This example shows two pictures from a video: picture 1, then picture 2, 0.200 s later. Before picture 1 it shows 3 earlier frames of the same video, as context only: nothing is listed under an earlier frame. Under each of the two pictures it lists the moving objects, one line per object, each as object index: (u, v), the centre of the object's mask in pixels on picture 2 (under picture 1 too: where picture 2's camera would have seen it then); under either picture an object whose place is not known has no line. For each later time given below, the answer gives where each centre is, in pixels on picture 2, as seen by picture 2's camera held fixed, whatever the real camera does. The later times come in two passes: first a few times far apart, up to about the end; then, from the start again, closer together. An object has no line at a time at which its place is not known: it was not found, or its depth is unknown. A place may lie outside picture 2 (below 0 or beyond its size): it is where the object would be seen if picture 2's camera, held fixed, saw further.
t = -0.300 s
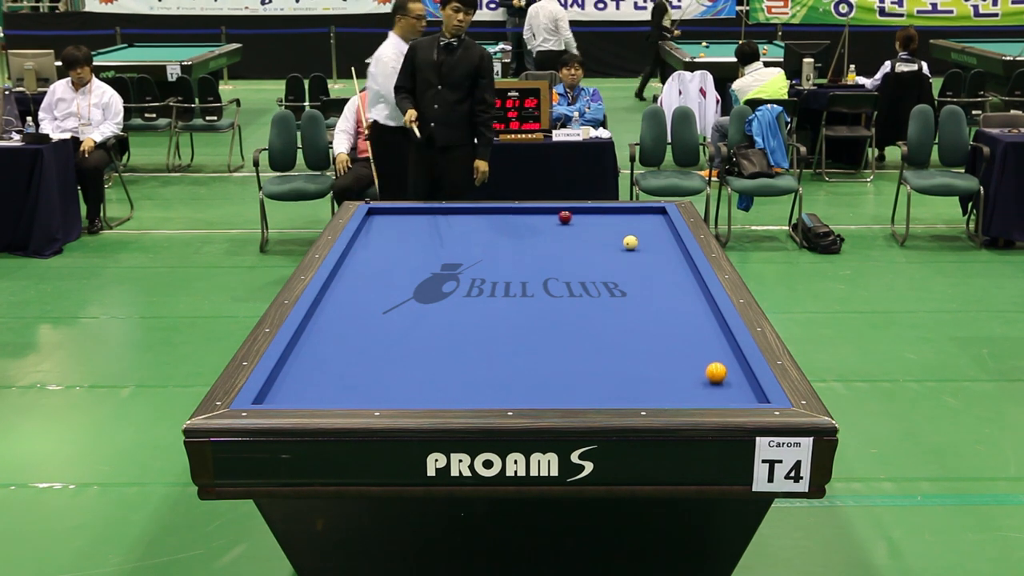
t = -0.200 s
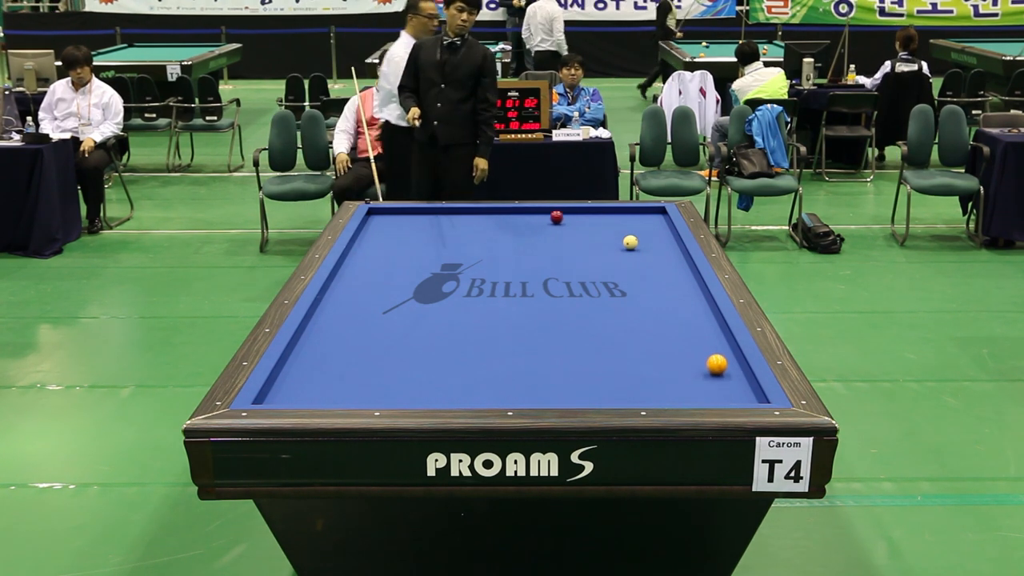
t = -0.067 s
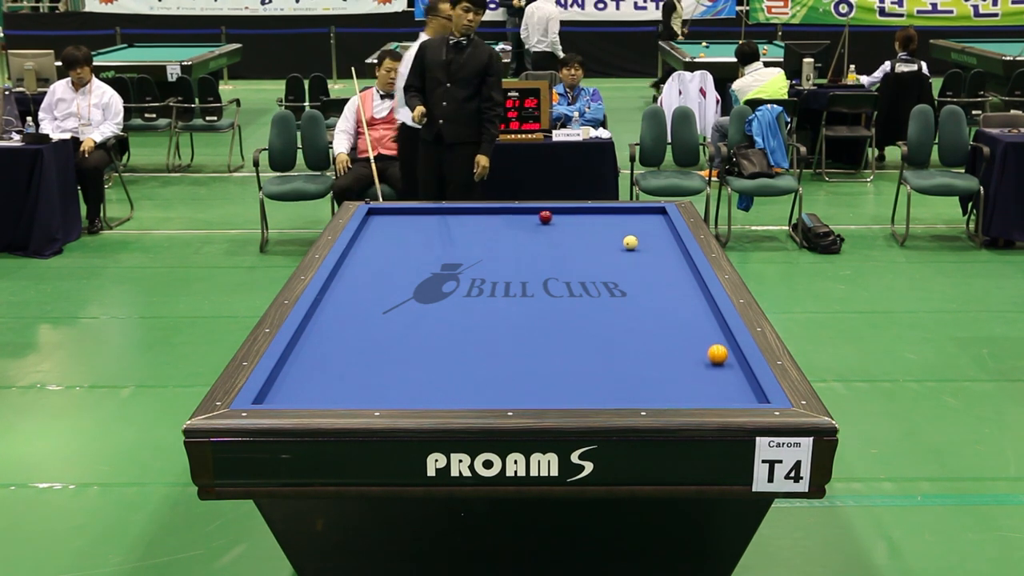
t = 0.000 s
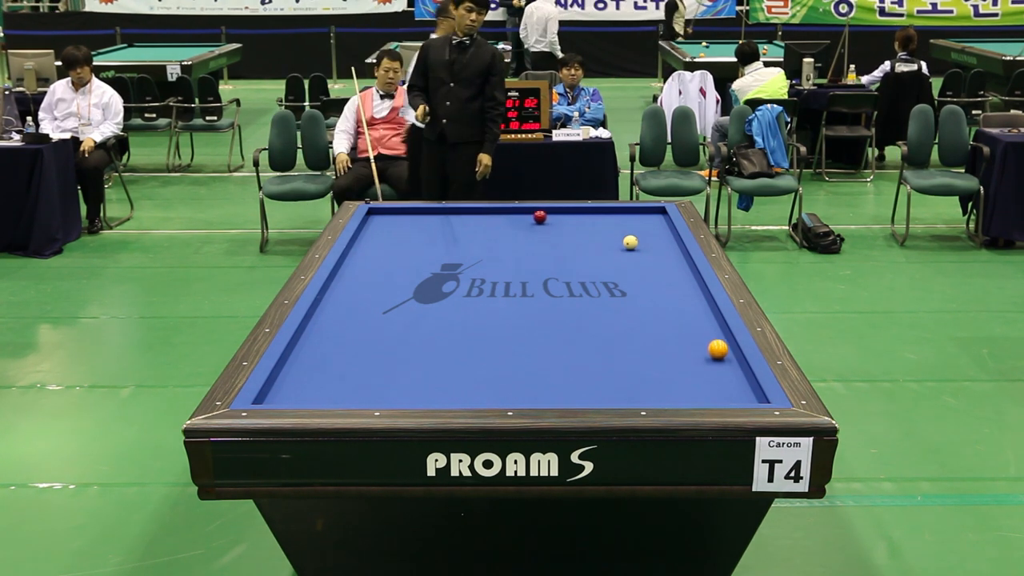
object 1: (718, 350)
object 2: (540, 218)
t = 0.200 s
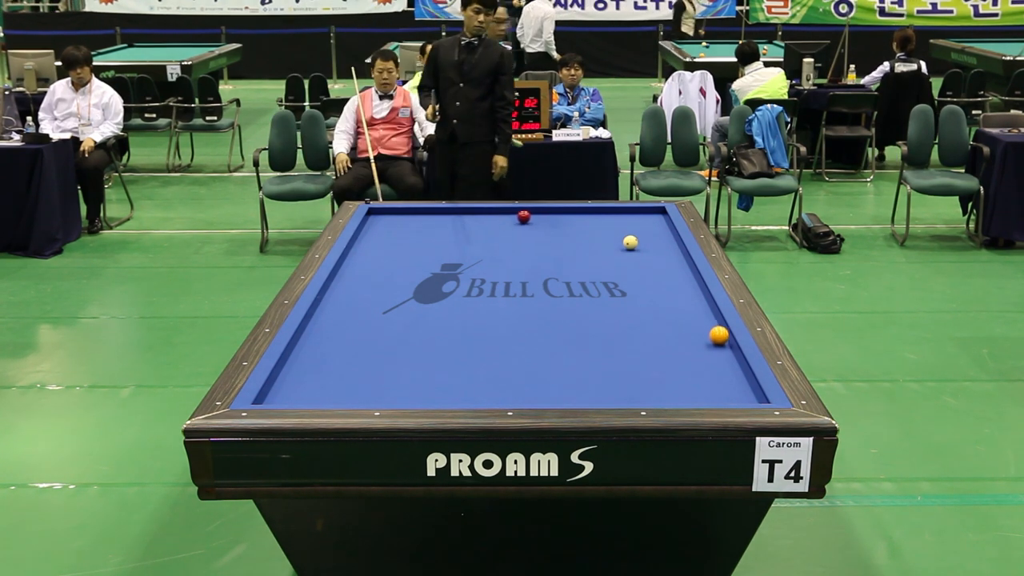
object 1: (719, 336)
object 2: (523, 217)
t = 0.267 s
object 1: (720, 332)
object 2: (518, 217)
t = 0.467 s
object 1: (713, 320)
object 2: (502, 217)
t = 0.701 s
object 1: (702, 307)
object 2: (485, 217)
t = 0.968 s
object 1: (691, 294)
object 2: (465, 217)
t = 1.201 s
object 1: (682, 284)
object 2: (449, 216)
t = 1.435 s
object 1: (674, 274)
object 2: (433, 216)
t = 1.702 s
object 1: (665, 264)
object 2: (416, 216)
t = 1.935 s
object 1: (658, 256)
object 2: (402, 216)
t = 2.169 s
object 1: (651, 248)
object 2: (388, 215)
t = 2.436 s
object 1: (644, 240)
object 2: (373, 215)
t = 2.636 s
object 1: (640, 234)
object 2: (376, 215)
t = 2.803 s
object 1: (635, 229)
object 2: (382, 215)
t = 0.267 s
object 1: (720, 332)
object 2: (518, 217)
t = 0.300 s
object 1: (720, 330)
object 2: (515, 217)
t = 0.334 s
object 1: (719, 328)
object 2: (513, 217)
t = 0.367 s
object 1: (718, 325)
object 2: (510, 217)
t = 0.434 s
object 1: (715, 322)
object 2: (505, 217)
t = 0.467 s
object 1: (713, 320)
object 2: (502, 217)
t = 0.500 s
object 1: (712, 318)
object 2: (500, 217)
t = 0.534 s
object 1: (710, 316)
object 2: (497, 217)
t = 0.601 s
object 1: (707, 313)
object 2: (492, 217)
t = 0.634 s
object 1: (705, 311)
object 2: (490, 217)
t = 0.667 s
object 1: (704, 309)
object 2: (487, 217)
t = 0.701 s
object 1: (702, 307)
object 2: (485, 217)
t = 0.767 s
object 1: (699, 304)
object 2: (480, 217)
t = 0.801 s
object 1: (698, 302)
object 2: (478, 217)
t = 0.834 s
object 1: (697, 301)
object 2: (475, 217)
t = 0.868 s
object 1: (695, 299)
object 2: (473, 217)
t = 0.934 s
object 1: (693, 296)
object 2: (468, 217)
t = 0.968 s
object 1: (691, 294)
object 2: (465, 217)
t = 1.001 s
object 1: (690, 293)
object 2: (463, 217)
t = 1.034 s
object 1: (689, 291)
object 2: (461, 216)
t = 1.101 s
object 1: (686, 288)
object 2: (456, 217)
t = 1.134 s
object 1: (685, 287)
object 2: (454, 217)
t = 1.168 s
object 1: (683, 285)
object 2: (452, 216)
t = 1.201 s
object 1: (682, 284)
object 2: (449, 216)
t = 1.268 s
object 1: (680, 281)
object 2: (444, 216)
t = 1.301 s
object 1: (679, 280)
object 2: (442, 216)
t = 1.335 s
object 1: (677, 278)
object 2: (440, 216)
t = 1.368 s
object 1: (676, 277)
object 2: (438, 216)
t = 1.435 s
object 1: (674, 274)
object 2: (433, 216)
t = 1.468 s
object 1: (673, 273)
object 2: (431, 216)
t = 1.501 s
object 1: (672, 272)
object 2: (429, 216)
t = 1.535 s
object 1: (670, 270)
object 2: (427, 216)
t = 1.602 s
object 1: (668, 268)
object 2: (423, 216)
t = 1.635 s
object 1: (667, 266)
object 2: (420, 216)
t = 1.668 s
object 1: (666, 265)
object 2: (418, 216)
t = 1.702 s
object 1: (665, 264)
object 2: (416, 216)
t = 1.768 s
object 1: (663, 261)
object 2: (412, 216)
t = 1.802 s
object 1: (662, 260)
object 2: (410, 216)
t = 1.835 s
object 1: (661, 259)
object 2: (408, 216)
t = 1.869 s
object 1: (660, 258)
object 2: (406, 216)
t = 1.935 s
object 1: (658, 256)
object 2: (402, 216)
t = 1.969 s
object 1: (657, 254)
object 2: (400, 216)
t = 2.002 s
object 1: (656, 253)
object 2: (398, 216)
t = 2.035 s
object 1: (655, 252)
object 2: (396, 216)
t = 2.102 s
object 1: (653, 250)
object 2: (392, 216)
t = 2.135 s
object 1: (652, 249)
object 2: (390, 215)
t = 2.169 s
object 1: (651, 248)
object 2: (388, 215)
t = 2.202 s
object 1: (650, 247)
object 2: (386, 215)
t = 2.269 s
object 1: (648, 245)
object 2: (382, 215)
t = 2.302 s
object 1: (647, 244)
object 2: (380, 215)
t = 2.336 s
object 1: (647, 243)
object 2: (378, 215)
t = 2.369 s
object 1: (646, 242)
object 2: (376, 215)
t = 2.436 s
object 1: (644, 240)
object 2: (373, 215)
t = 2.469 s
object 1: (643, 239)
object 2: (371, 215)
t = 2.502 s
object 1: (643, 238)
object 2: (372, 215)
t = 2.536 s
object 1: (642, 237)
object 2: (373, 215)
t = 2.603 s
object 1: (640, 235)
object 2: (375, 215)
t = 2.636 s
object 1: (640, 234)
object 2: (376, 215)
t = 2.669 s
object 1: (639, 233)
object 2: (377, 215)
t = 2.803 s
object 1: (635, 229)
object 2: (382, 215)
